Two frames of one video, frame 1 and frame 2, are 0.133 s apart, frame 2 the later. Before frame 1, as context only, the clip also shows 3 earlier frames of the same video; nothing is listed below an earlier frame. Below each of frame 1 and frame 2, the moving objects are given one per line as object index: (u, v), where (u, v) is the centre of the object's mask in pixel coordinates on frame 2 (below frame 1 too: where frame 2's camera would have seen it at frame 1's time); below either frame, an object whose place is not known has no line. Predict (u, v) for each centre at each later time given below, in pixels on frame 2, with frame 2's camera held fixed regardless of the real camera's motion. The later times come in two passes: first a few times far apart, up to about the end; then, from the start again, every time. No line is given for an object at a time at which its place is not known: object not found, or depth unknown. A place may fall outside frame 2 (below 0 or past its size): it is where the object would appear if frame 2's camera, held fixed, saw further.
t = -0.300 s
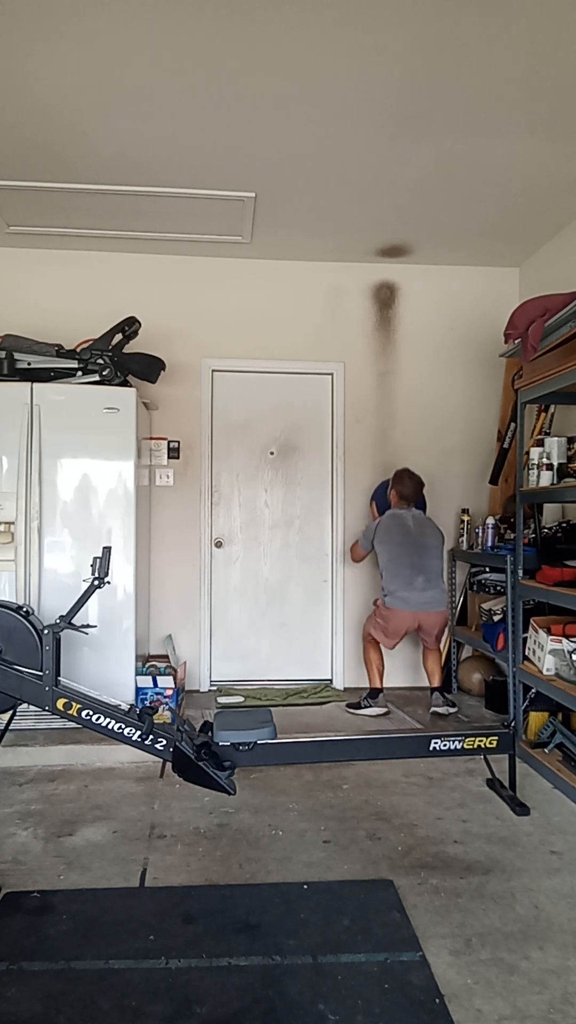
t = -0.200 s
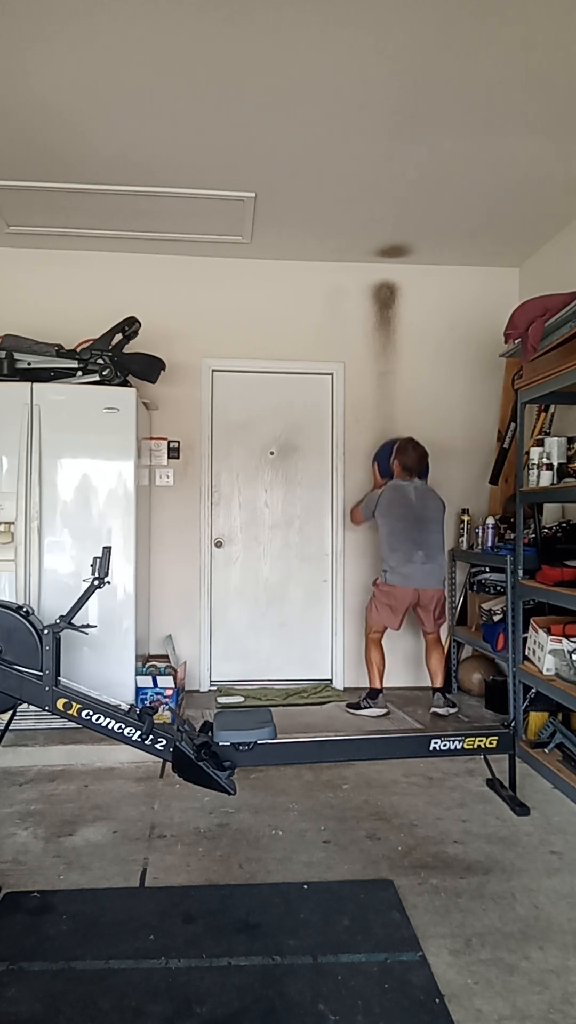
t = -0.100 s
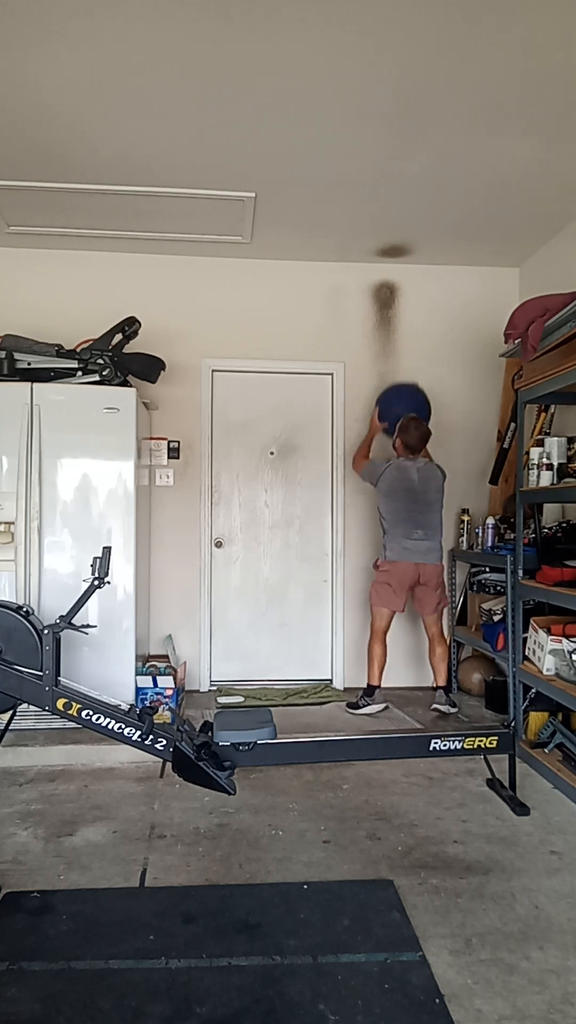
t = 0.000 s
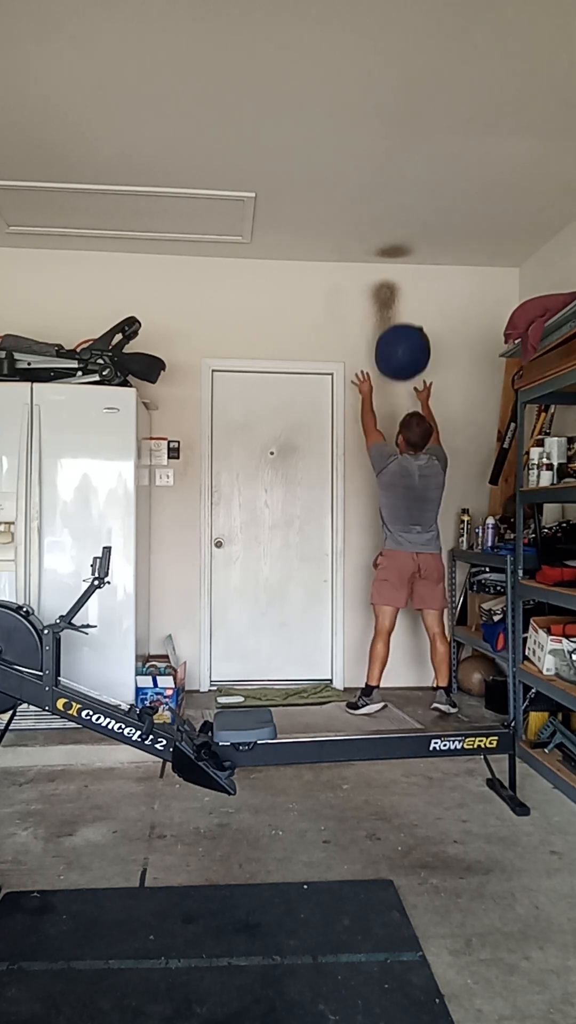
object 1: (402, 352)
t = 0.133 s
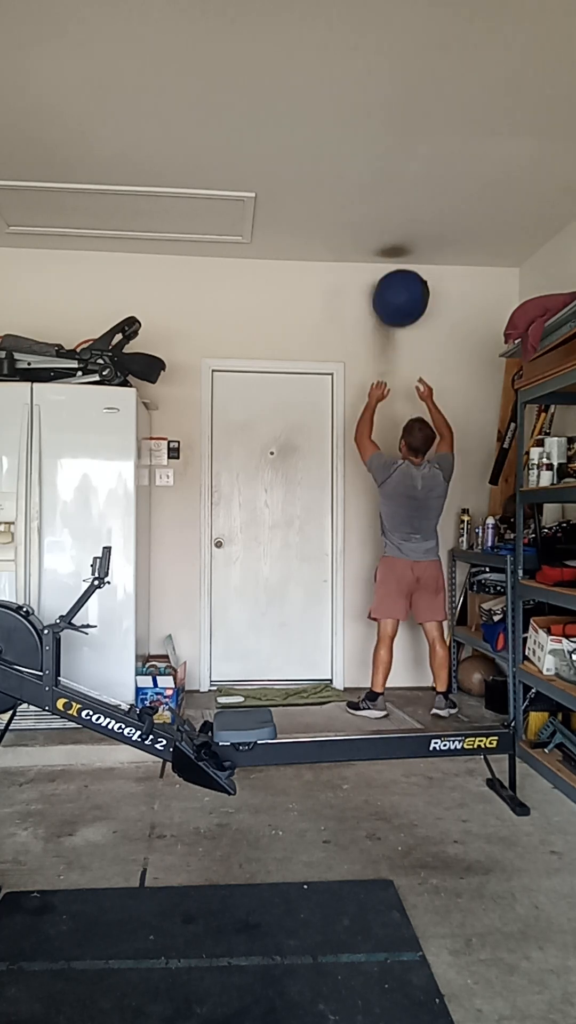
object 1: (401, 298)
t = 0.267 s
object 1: (398, 278)
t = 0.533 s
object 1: (400, 348)
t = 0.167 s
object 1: (400, 289)
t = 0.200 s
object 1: (400, 282)
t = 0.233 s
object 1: (399, 277)
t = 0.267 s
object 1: (398, 278)
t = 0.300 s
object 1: (397, 282)
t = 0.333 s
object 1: (397, 287)
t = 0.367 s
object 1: (398, 293)
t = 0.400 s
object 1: (398, 301)
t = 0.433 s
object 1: (399, 310)
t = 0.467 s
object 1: (399, 321)
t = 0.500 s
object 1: (399, 334)
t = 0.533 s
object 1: (400, 348)
